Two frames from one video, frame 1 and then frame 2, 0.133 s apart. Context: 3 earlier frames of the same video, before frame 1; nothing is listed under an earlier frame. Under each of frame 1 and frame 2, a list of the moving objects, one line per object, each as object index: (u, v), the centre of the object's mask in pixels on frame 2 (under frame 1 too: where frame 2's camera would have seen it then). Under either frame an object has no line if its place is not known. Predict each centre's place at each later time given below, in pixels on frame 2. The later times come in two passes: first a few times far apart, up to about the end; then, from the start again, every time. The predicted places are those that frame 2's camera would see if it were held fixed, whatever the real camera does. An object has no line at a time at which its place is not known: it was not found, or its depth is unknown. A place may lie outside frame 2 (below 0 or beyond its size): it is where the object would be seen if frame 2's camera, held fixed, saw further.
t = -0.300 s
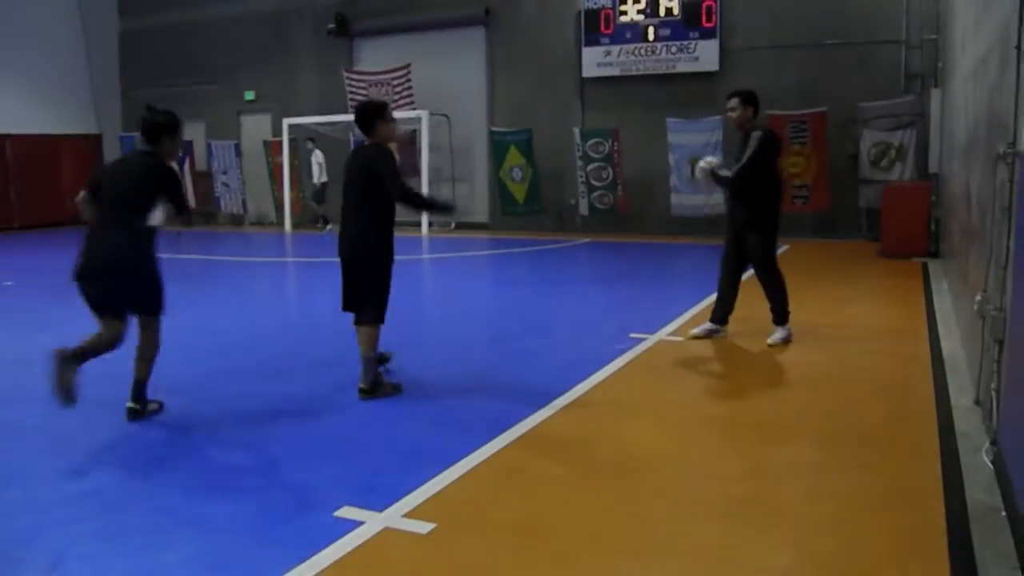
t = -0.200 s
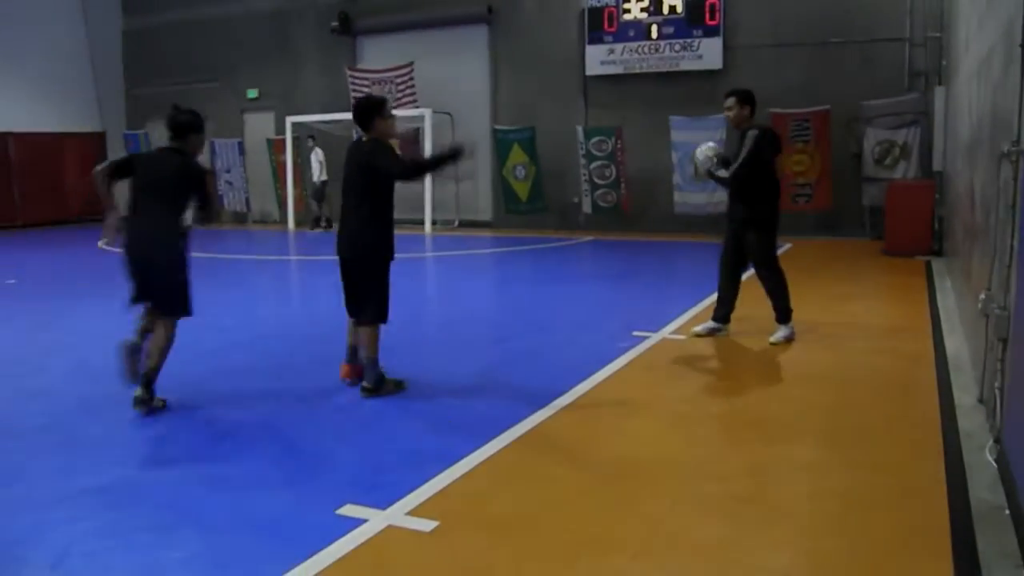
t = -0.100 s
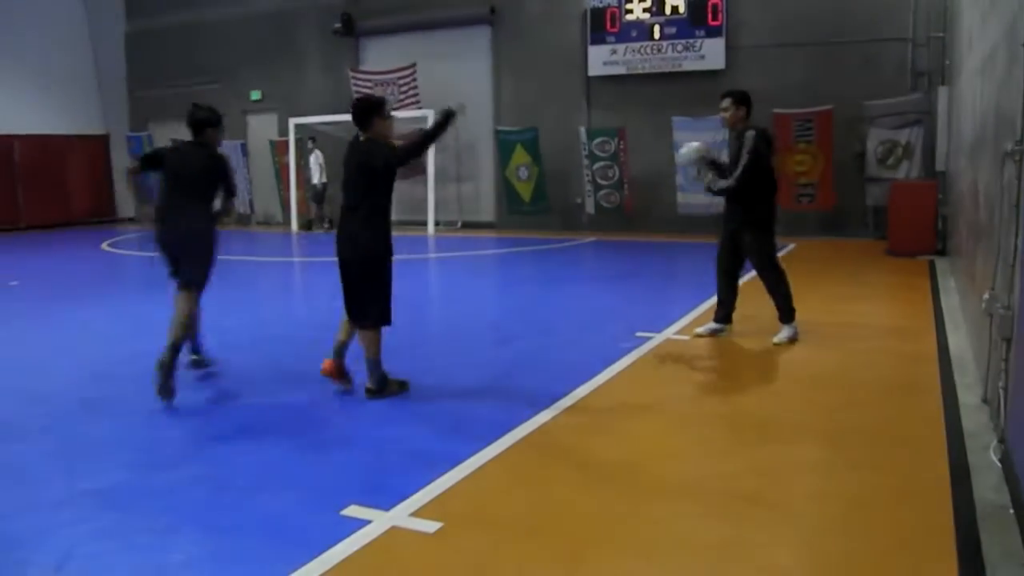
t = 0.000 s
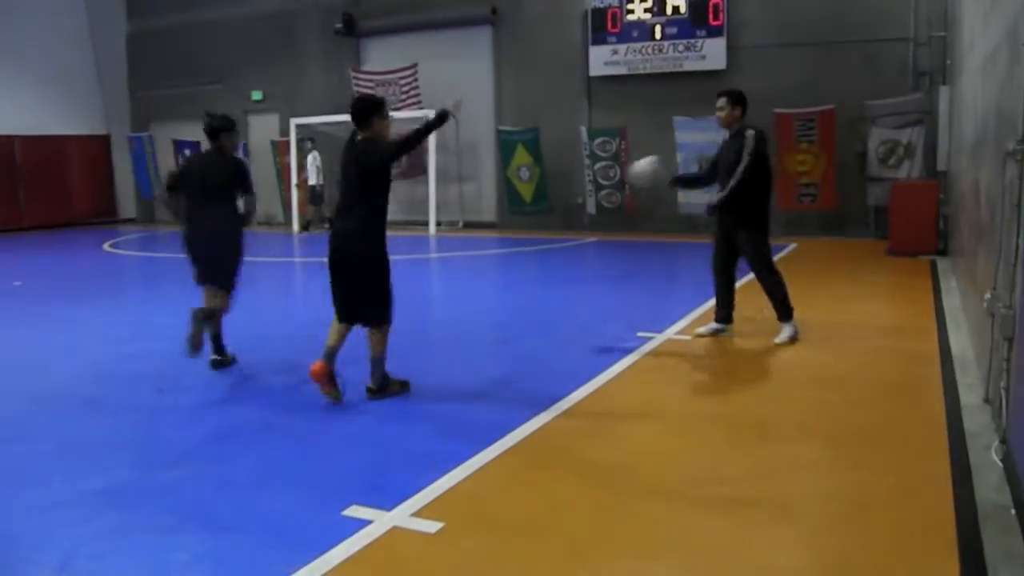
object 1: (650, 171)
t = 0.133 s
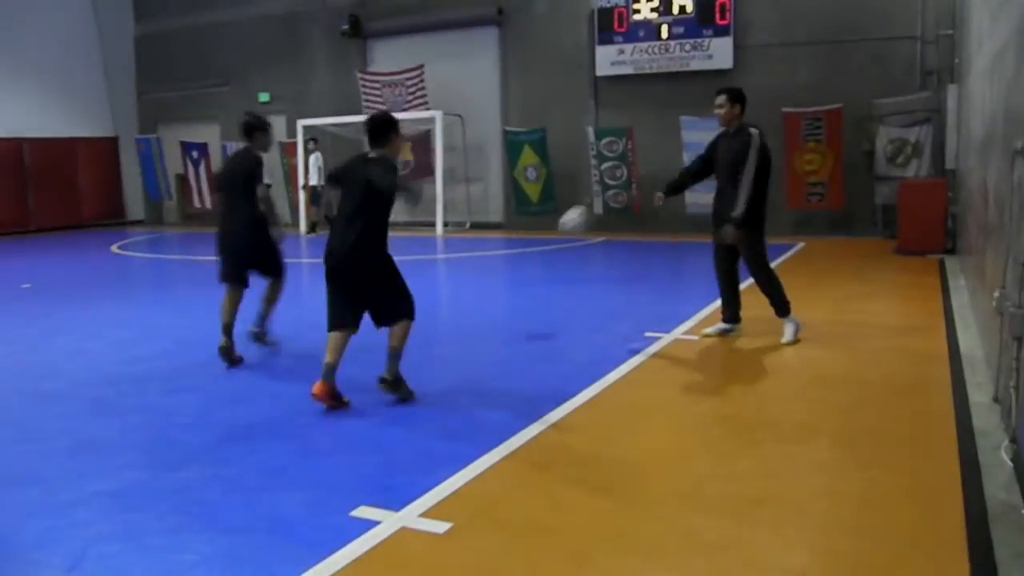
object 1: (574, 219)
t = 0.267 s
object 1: (503, 289)
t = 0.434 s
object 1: (448, 268)
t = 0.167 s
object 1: (557, 234)
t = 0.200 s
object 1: (536, 250)
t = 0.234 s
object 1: (519, 271)
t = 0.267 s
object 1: (503, 289)
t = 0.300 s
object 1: (487, 306)
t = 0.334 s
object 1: (477, 293)
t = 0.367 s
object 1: (467, 284)
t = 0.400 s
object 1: (458, 275)
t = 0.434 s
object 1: (448, 268)
